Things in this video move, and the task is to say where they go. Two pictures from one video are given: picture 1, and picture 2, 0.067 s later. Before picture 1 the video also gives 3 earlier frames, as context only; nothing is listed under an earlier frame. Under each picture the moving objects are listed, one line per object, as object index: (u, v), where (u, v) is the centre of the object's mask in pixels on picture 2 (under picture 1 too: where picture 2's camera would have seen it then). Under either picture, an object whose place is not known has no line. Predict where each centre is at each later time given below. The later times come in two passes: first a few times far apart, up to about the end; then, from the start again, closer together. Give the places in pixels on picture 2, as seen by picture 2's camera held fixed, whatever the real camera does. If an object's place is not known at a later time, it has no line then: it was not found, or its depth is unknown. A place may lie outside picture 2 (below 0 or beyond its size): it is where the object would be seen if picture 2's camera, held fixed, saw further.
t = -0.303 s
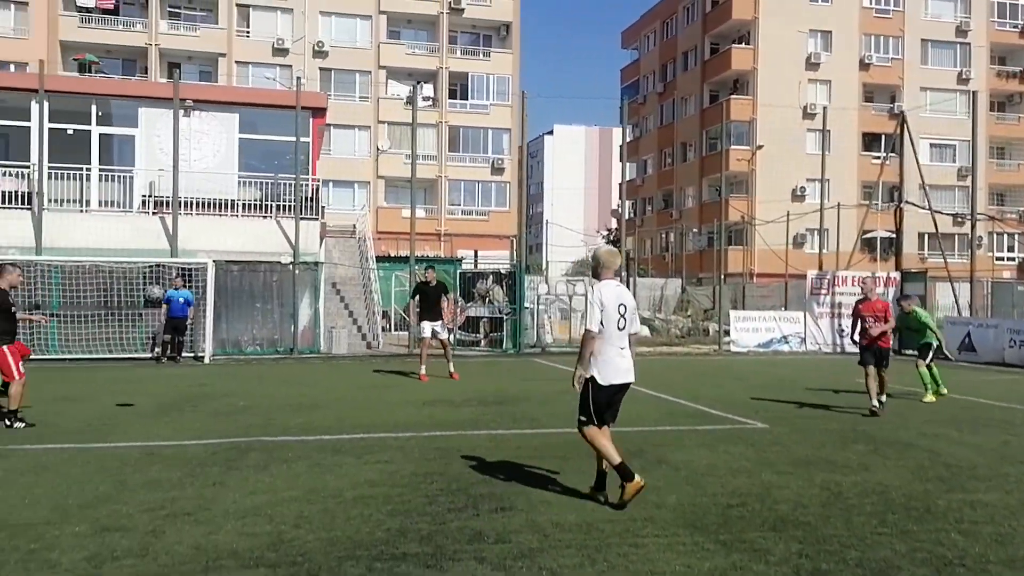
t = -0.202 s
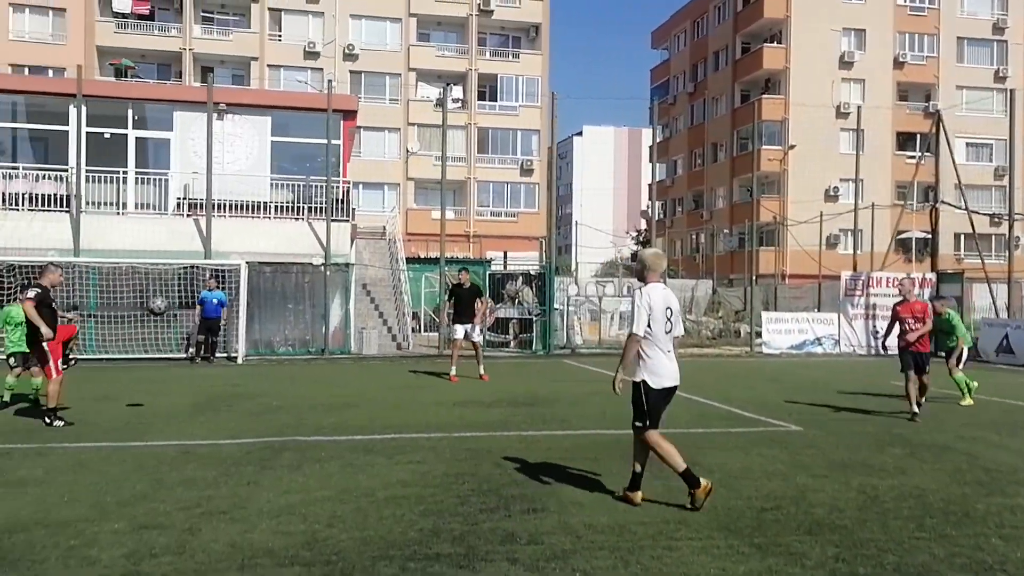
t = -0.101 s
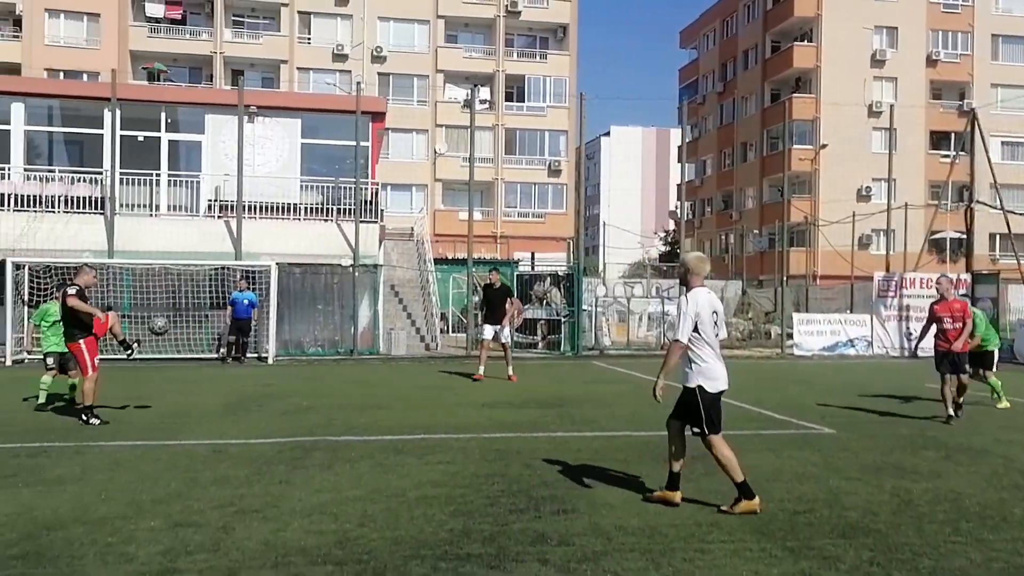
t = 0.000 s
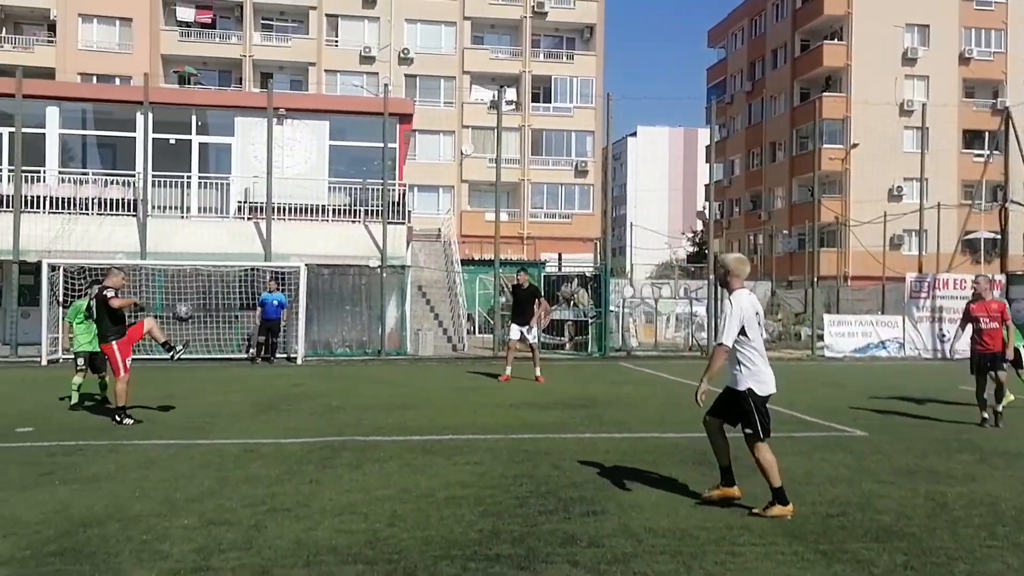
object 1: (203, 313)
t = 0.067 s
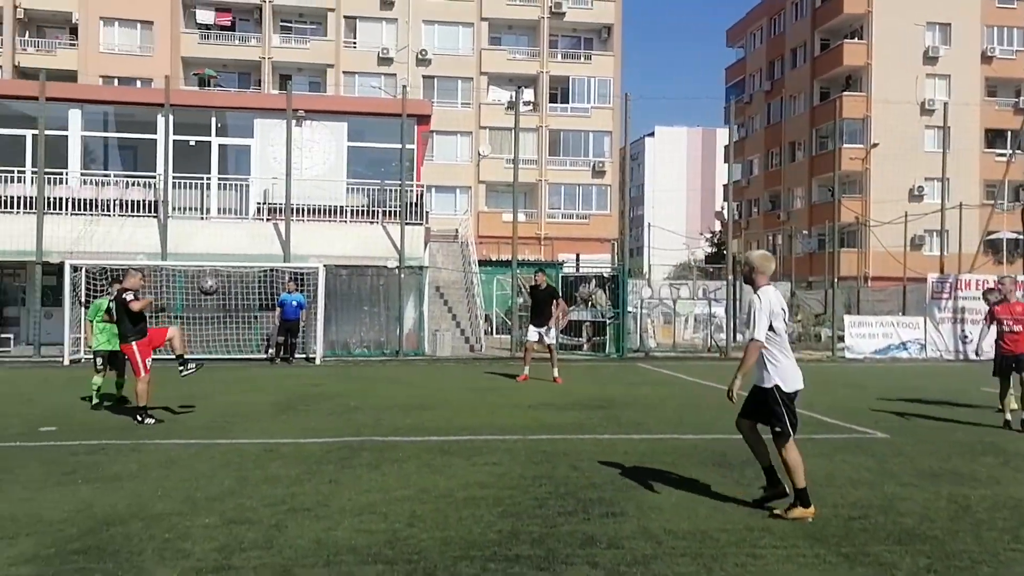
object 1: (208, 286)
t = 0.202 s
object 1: (221, 239)
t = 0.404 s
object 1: (240, 193)
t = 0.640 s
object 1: (267, 185)
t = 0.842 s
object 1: (294, 232)
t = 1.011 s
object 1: (319, 325)
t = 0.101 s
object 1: (211, 274)
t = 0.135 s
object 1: (214, 262)
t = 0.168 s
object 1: (218, 250)
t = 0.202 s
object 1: (221, 239)
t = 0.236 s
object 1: (224, 229)
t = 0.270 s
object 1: (227, 220)
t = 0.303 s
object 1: (231, 212)
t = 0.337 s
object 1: (234, 205)
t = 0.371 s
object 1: (237, 198)
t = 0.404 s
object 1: (240, 193)
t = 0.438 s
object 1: (244, 188)
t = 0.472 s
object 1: (248, 185)
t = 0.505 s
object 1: (252, 182)
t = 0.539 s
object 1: (256, 181)
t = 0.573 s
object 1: (259, 181)
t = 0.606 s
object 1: (263, 182)
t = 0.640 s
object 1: (267, 185)
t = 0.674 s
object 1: (271, 189)
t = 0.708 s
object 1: (275, 194)
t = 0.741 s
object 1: (280, 201)
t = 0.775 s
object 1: (284, 210)
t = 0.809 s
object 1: (289, 220)
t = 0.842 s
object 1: (294, 232)
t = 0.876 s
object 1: (298, 246)
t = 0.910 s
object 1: (303, 262)
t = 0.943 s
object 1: (308, 280)
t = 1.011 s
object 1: (319, 325)
